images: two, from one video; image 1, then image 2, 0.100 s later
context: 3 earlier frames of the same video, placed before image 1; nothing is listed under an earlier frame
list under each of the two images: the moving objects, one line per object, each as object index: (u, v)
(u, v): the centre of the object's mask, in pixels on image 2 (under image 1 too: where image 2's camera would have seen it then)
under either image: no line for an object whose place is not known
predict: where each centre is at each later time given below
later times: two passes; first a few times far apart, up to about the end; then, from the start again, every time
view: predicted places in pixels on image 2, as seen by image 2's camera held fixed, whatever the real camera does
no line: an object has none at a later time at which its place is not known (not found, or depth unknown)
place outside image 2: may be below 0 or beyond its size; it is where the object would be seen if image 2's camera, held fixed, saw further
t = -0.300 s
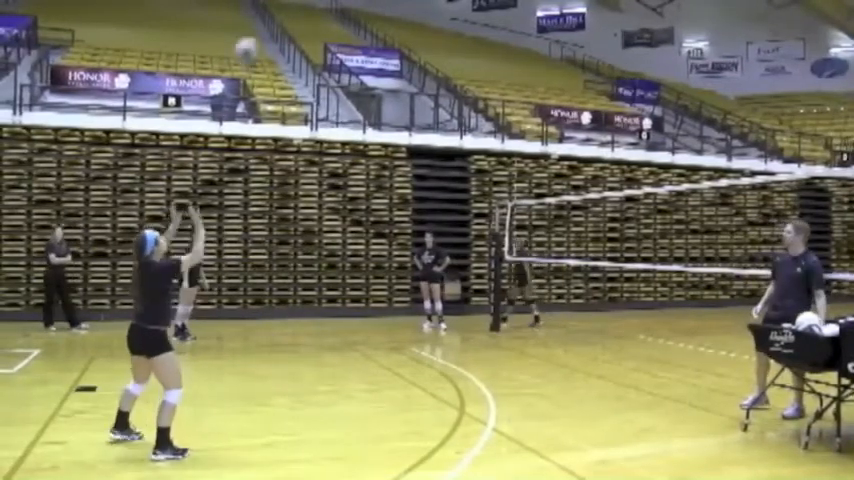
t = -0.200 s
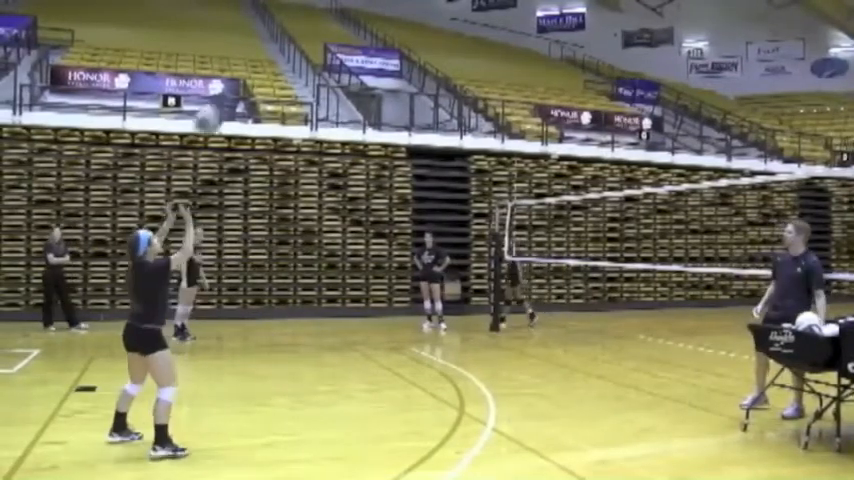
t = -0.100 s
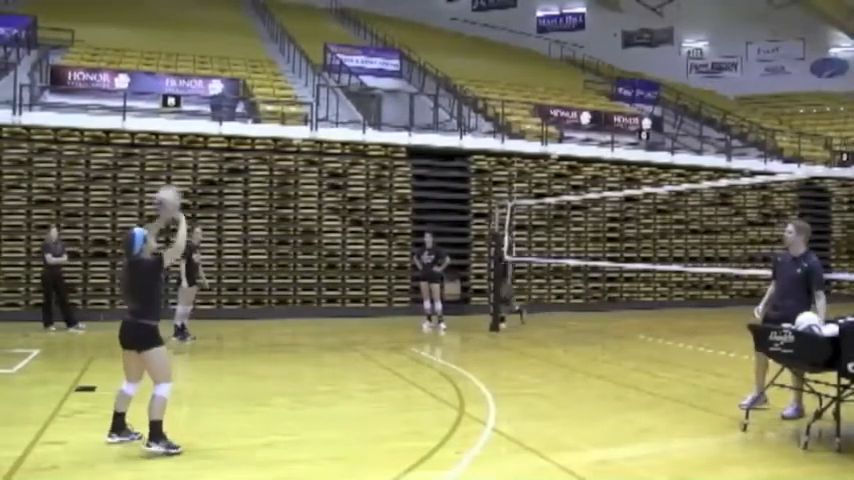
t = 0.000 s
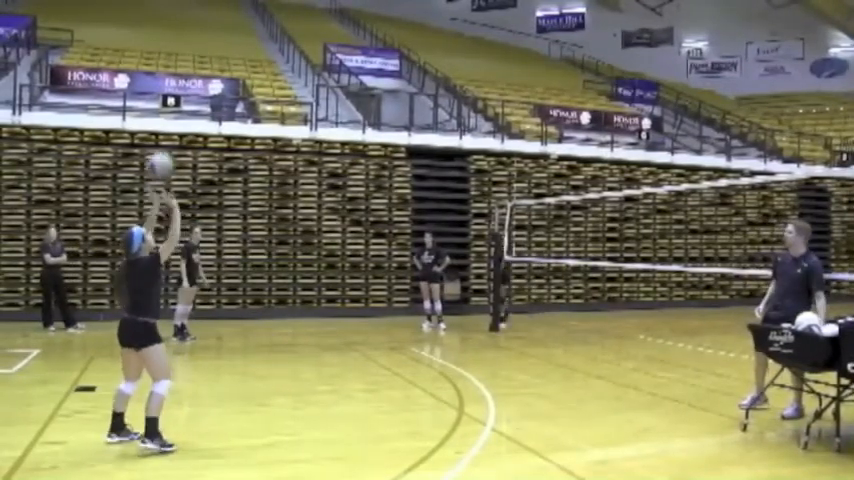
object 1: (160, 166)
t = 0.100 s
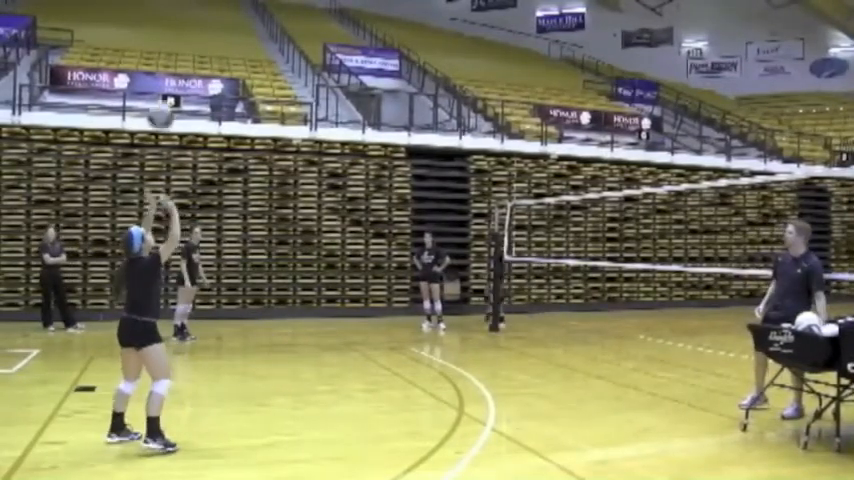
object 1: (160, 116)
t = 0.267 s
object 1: (162, 58)
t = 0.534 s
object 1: (162, 39)
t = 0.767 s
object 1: (156, 94)
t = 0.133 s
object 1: (161, 101)
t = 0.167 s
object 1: (161, 87)
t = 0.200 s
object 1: (160, 77)
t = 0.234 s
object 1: (162, 65)
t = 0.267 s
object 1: (162, 58)
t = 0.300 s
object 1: (162, 50)
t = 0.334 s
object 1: (163, 44)
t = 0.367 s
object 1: (163, 40)
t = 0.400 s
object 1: (162, 38)
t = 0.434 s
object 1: (162, 37)
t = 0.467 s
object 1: (162, 37)
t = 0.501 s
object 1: (161, 37)
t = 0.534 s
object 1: (162, 39)
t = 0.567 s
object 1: (161, 41)
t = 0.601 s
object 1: (161, 46)
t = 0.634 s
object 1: (160, 53)
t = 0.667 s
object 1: (159, 60)
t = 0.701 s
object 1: (158, 70)
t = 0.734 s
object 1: (158, 82)
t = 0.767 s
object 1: (156, 94)
